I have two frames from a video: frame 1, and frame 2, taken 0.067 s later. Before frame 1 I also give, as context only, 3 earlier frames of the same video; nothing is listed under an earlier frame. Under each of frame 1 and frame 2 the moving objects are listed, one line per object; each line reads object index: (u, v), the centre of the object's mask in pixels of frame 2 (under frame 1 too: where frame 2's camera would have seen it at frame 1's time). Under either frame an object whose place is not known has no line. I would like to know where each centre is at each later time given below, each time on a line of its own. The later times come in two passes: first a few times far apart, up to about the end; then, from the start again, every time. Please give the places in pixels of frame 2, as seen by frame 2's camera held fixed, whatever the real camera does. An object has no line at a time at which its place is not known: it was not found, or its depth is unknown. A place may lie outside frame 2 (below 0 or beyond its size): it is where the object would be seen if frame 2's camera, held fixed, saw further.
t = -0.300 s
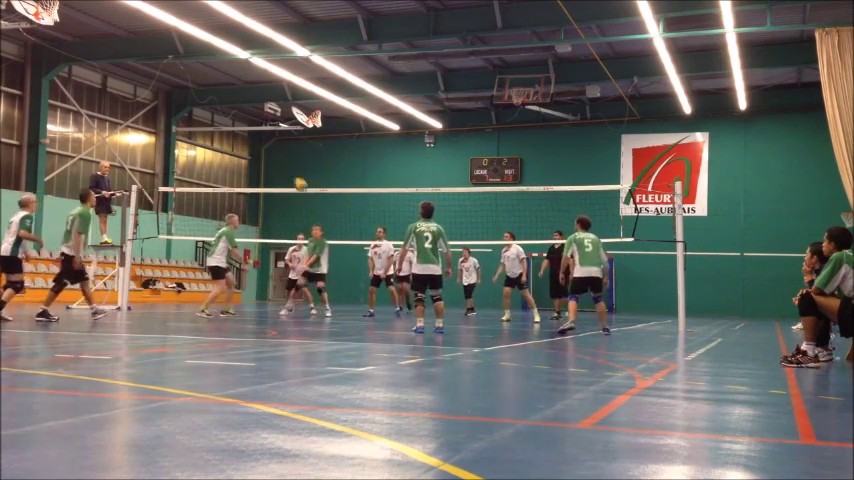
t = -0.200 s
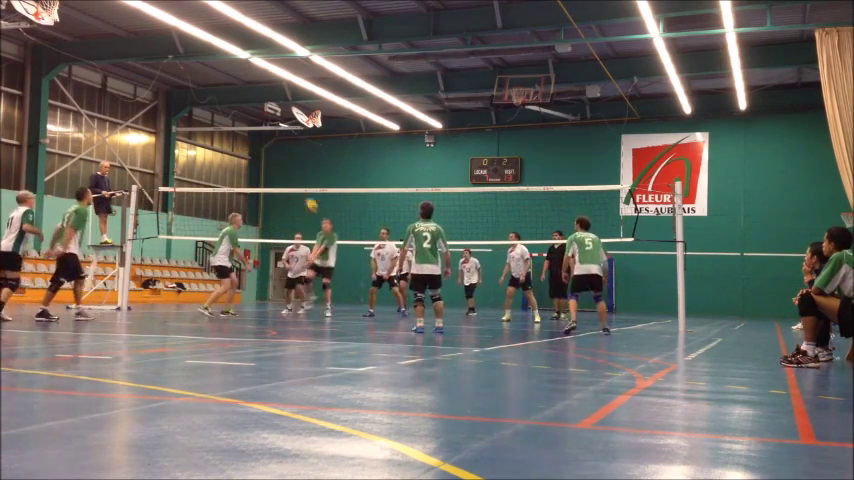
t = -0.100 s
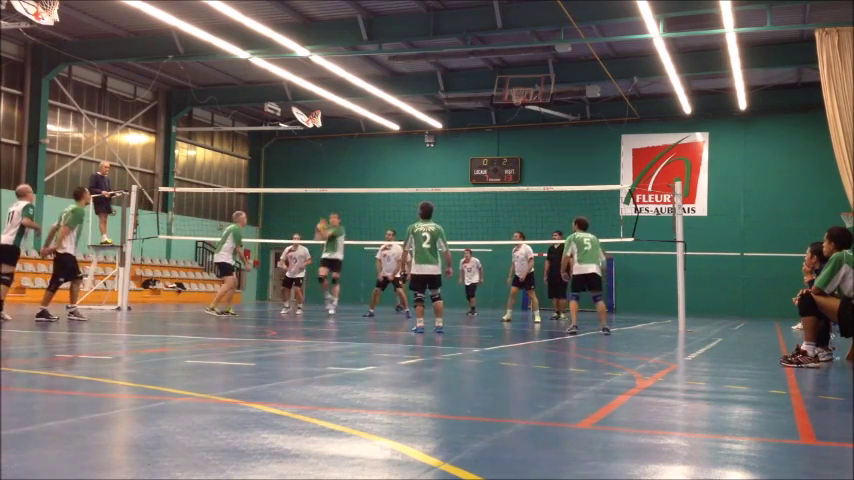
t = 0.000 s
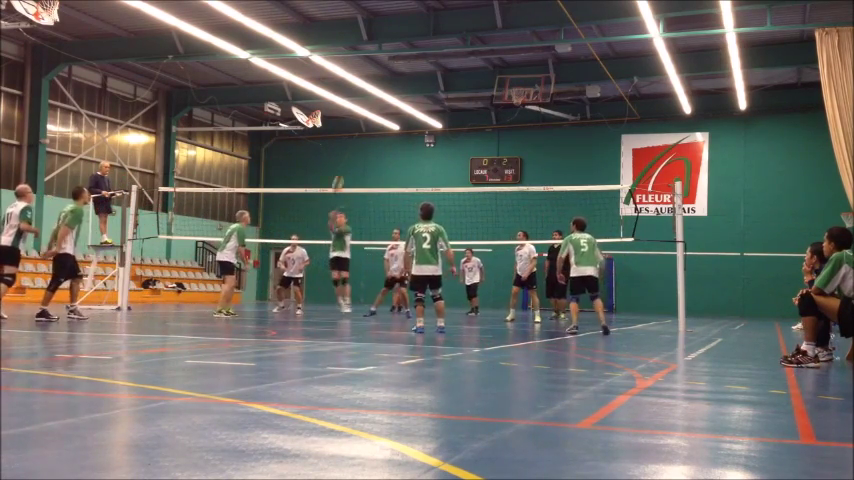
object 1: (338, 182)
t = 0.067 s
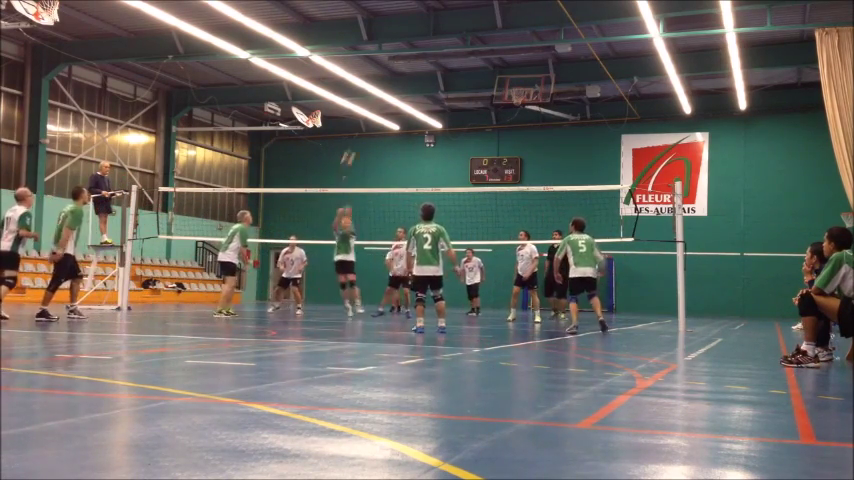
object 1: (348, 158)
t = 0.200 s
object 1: (366, 116)
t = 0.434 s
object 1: (399, 58)
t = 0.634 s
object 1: (427, 35)
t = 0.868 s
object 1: (460, 33)
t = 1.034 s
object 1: (482, 51)
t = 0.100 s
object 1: (352, 147)
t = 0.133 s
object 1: (357, 136)
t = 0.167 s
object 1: (361, 125)
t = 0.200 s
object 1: (366, 116)
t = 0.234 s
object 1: (371, 104)
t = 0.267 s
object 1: (374, 97)
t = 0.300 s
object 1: (382, 85)
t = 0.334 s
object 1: (386, 78)
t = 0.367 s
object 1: (391, 71)
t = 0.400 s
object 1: (395, 65)
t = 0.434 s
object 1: (399, 58)
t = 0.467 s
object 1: (405, 53)
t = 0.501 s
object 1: (409, 48)
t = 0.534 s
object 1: (414, 43)
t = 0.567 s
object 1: (418, 39)
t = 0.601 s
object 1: (423, 37)
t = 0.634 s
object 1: (427, 35)
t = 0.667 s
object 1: (432, 33)
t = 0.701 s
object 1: (437, 32)
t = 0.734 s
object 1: (442, 31)
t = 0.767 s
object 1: (446, 30)
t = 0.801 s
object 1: (451, 30)
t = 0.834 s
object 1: (455, 32)
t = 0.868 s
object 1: (460, 33)
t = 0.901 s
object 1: (465, 35)
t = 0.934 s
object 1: (469, 38)
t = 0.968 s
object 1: (473, 42)
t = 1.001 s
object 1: (479, 46)
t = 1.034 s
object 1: (482, 51)
